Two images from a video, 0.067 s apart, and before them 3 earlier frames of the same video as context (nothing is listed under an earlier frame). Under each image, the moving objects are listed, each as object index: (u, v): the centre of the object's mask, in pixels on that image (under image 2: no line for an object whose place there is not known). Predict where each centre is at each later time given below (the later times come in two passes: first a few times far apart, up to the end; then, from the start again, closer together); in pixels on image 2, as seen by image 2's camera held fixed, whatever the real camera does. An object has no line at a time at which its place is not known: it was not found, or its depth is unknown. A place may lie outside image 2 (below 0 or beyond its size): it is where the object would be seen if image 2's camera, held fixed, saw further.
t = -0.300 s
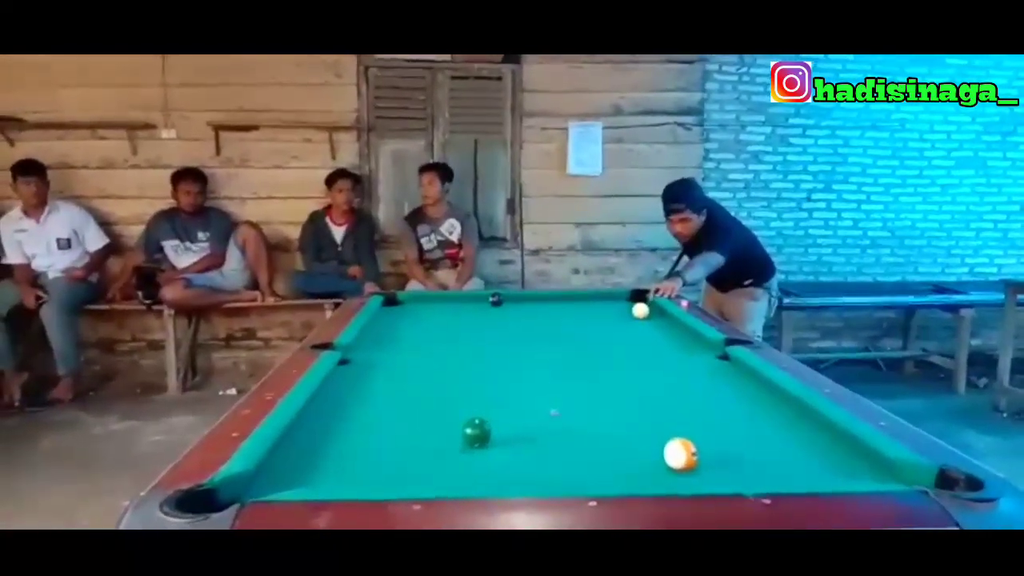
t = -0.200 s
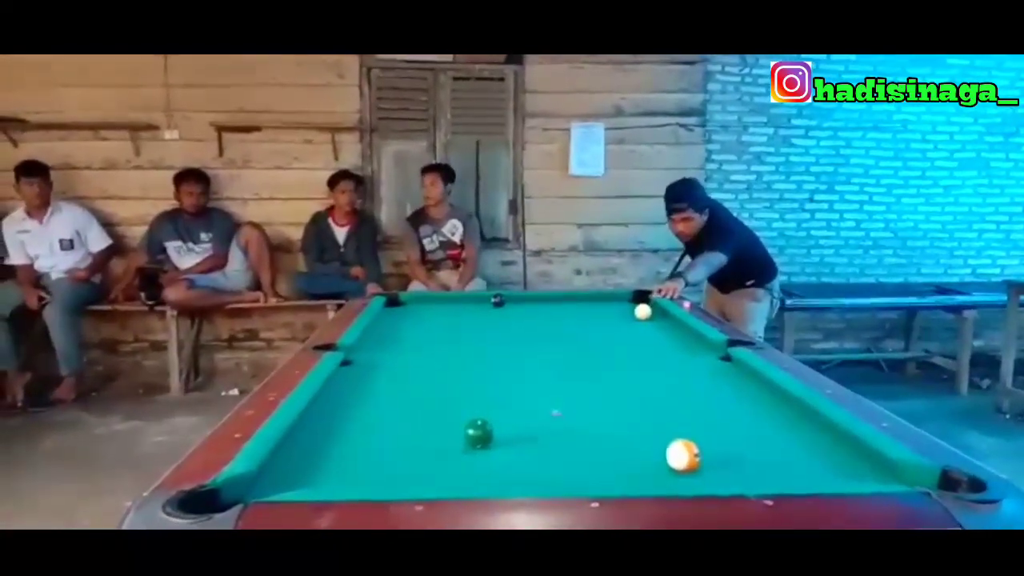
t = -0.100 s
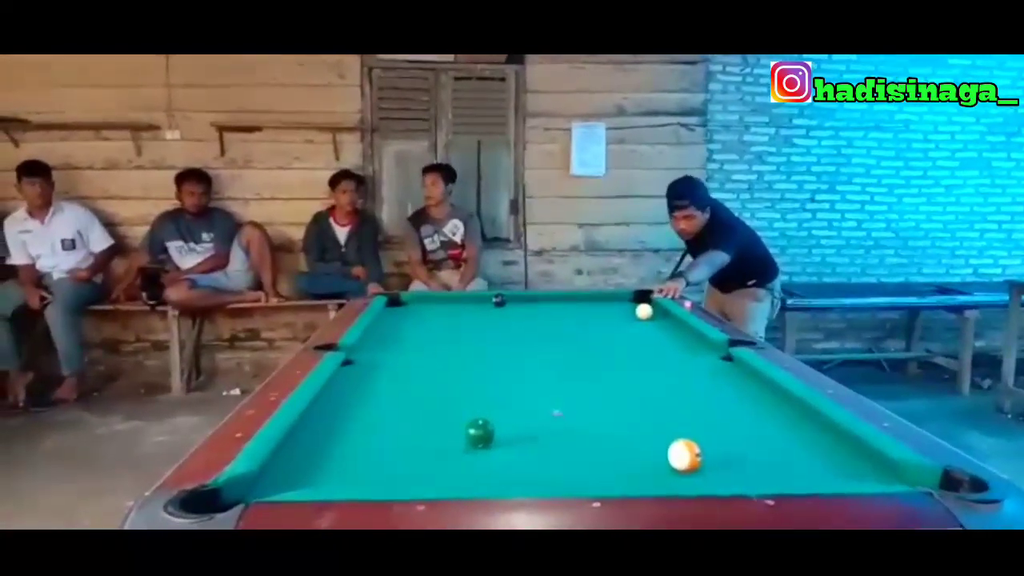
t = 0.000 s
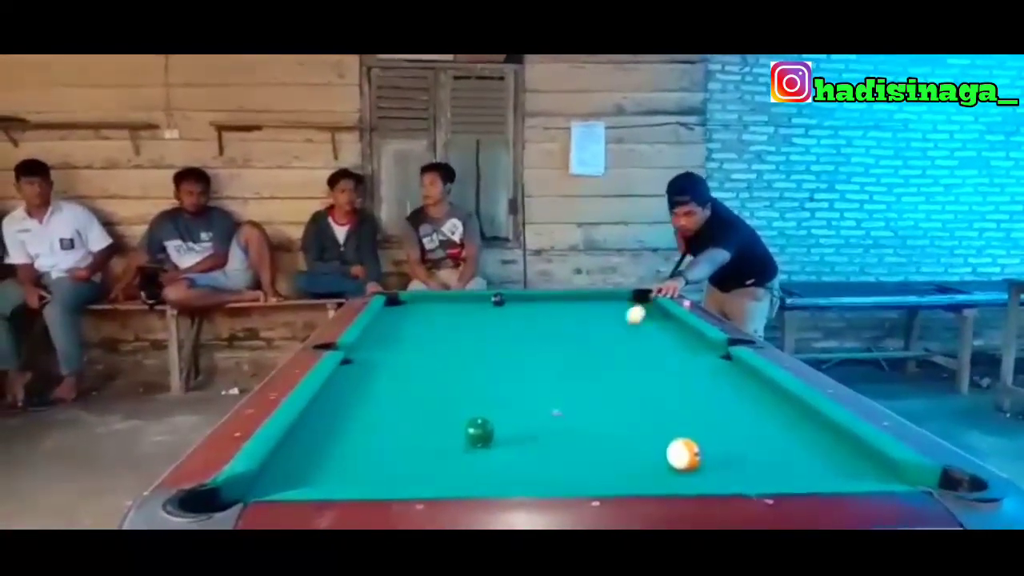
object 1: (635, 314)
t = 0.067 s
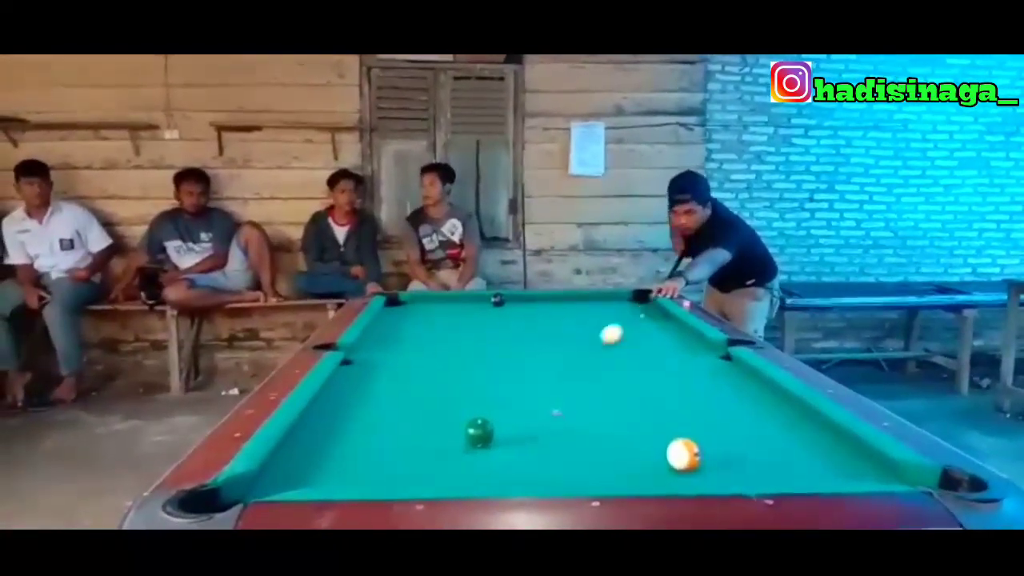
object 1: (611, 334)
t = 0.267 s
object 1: (504, 418)
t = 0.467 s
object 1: (549, 460)
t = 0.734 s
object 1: (593, 461)
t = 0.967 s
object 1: (616, 434)
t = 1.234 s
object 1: (638, 409)
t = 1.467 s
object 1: (653, 392)
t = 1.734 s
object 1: (668, 377)
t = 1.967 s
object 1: (678, 366)
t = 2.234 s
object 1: (689, 354)
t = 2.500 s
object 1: (698, 345)
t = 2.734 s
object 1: (696, 340)
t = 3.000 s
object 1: (684, 336)
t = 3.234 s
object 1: (676, 333)
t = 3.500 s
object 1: (667, 330)
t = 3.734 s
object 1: (662, 328)
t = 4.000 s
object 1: (655, 327)
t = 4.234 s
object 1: (651, 326)
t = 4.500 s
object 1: (648, 326)
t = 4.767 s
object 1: (648, 326)
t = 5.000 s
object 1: (648, 326)
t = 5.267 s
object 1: (648, 326)
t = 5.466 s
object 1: (648, 326)
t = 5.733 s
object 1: (648, 326)
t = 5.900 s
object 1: (648, 326)
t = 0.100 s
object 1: (598, 344)
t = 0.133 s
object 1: (583, 356)
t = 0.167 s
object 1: (566, 370)
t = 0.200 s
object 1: (548, 384)
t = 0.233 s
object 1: (526, 401)
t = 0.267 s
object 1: (504, 418)
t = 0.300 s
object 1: (504, 424)
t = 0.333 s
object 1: (514, 430)
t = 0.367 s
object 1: (525, 439)
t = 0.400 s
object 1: (534, 445)
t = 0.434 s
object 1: (542, 452)
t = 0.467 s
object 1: (549, 460)
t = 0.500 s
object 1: (556, 468)
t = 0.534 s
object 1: (562, 473)
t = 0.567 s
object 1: (570, 477)
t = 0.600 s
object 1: (575, 474)
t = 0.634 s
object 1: (580, 472)
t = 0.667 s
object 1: (584, 469)
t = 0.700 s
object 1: (588, 465)
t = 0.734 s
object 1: (593, 461)
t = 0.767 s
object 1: (596, 457)
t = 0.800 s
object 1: (600, 452)
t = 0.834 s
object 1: (604, 448)
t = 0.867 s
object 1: (607, 445)
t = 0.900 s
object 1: (610, 441)
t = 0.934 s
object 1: (613, 437)
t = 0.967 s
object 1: (616, 434)
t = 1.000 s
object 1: (619, 430)
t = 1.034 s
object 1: (622, 427)
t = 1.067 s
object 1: (625, 424)
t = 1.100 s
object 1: (628, 420)
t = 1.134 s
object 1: (630, 417)
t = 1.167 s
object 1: (633, 414)
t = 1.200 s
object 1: (635, 412)
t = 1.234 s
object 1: (638, 409)
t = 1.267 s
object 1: (640, 407)
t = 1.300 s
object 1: (643, 404)
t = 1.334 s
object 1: (645, 402)
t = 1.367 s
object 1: (647, 399)
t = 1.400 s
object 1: (649, 397)
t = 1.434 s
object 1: (651, 394)
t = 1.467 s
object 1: (653, 392)
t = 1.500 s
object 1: (655, 390)
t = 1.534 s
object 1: (657, 388)
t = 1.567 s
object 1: (659, 386)
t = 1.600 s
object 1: (661, 384)
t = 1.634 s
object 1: (663, 382)
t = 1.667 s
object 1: (665, 380)
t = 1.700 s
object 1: (666, 379)
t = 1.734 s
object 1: (668, 377)
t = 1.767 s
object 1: (669, 375)
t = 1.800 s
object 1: (671, 373)
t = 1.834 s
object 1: (672, 371)
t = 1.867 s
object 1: (674, 370)
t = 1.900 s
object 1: (676, 368)
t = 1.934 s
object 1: (677, 367)
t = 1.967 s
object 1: (678, 366)
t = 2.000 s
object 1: (680, 364)
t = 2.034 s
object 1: (681, 363)
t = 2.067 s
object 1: (683, 361)
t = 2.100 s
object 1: (684, 360)
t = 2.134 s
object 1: (685, 358)
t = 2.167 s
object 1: (687, 357)
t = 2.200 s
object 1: (688, 356)
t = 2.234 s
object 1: (689, 354)
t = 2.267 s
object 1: (690, 353)
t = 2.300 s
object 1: (691, 352)
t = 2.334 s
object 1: (692, 351)
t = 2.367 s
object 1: (693, 350)
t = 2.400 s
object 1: (695, 349)
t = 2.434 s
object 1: (695, 348)
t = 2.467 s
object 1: (697, 346)
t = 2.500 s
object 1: (698, 345)
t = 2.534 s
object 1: (699, 344)
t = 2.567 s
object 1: (700, 343)
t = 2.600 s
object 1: (701, 343)
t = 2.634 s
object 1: (701, 342)
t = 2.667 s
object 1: (699, 341)
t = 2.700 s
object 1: (697, 340)
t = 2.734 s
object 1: (696, 340)
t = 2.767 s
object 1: (694, 339)
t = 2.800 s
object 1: (693, 339)
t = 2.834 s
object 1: (691, 338)
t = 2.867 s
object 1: (689, 338)
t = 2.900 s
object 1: (687, 337)
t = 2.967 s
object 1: (686, 337)
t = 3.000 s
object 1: (684, 336)
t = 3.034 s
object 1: (683, 336)
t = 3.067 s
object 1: (682, 335)
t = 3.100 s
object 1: (680, 335)
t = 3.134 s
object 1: (679, 334)
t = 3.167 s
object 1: (678, 334)
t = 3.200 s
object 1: (677, 333)
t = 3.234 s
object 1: (676, 333)
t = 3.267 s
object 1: (674, 333)
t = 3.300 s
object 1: (673, 332)
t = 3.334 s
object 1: (672, 332)
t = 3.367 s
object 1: (671, 331)
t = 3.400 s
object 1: (670, 331)
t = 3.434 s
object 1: (669, 331)
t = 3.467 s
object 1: (668, 331)
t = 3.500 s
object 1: (667, 330)
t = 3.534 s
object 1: (667, 330)
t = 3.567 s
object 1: (666, 330)
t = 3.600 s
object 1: (666, 329)
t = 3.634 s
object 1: (665, 329)
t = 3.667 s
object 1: (664, 329)
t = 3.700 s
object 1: (663, 329)
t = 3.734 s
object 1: (662, 328)
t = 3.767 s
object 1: (662, 328)
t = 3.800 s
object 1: (661, 328)
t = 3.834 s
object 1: (660, 328)
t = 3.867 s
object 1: (659, 328)
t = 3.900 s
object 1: (658, 327)
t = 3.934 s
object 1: (657, 327)
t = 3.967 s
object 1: (656, 327)
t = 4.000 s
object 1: (655, 327)
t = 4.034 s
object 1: (655, 327)
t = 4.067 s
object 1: (654, 327)
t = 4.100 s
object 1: (653, 327)
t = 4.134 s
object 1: (653, 327)
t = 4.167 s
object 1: (652, 327)
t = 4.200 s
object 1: (651, 327)
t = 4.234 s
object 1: (651, 326)
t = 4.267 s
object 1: (651, 326)
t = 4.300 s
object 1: (650, 326)
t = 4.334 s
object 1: (649, 326)
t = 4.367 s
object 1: (649, 326)
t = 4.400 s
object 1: (649, 326)
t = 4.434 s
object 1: (648, 326)
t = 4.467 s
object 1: (648, 326)
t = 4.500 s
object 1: (648, 326)
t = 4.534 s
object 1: (648, 326)
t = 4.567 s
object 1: (647, 326)
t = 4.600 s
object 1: (647, 326)
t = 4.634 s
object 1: (647, 326)
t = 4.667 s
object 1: (647, 326)
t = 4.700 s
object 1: (647, 326)
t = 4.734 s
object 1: (647, 326)
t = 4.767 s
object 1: (648, 326)
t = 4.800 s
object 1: (648, 326)
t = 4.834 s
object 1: (648, 326)
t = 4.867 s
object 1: (648, 326)
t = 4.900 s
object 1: (648, 326)
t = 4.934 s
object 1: (648, 326)
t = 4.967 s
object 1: (648, 326)
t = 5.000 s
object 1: (648, 326)
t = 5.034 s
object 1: (648, 326)
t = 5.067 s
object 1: (648, 326)
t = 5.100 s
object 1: (647, 326)
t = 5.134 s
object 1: (648, 326)
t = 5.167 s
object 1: (648, 326)
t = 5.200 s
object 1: (648, 326)
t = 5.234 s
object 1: (648, 326)
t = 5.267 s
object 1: (648, 326)
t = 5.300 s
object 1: (648, 326)
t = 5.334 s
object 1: (648, 326)
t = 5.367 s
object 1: (648, 326)
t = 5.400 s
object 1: (648, 326)
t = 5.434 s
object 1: (648, 326)
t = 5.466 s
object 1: (648, 326)
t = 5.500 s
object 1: (648, 326)
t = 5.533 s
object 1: (648, 326)
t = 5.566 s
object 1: (648, 326)
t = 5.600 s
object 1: (648, 326)
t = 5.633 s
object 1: (648, 326)
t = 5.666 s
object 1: (648, 326)
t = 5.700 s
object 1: (648, 326)
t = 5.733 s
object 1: (648, 326)
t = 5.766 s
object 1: (648, 326)
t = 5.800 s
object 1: (648, 326)
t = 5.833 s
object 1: (648, 326)
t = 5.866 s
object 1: (648, 326)
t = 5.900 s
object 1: (648, 326)
